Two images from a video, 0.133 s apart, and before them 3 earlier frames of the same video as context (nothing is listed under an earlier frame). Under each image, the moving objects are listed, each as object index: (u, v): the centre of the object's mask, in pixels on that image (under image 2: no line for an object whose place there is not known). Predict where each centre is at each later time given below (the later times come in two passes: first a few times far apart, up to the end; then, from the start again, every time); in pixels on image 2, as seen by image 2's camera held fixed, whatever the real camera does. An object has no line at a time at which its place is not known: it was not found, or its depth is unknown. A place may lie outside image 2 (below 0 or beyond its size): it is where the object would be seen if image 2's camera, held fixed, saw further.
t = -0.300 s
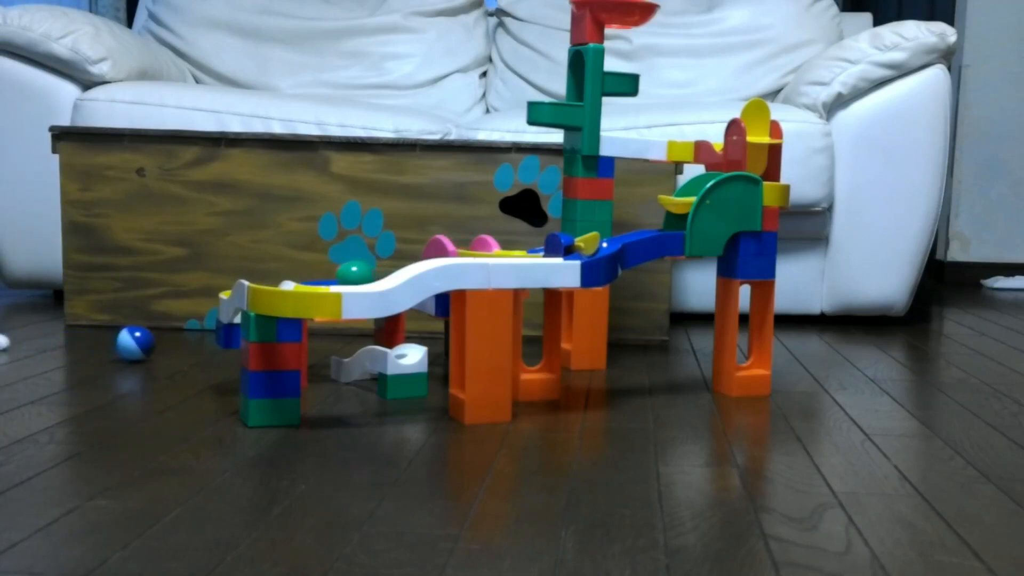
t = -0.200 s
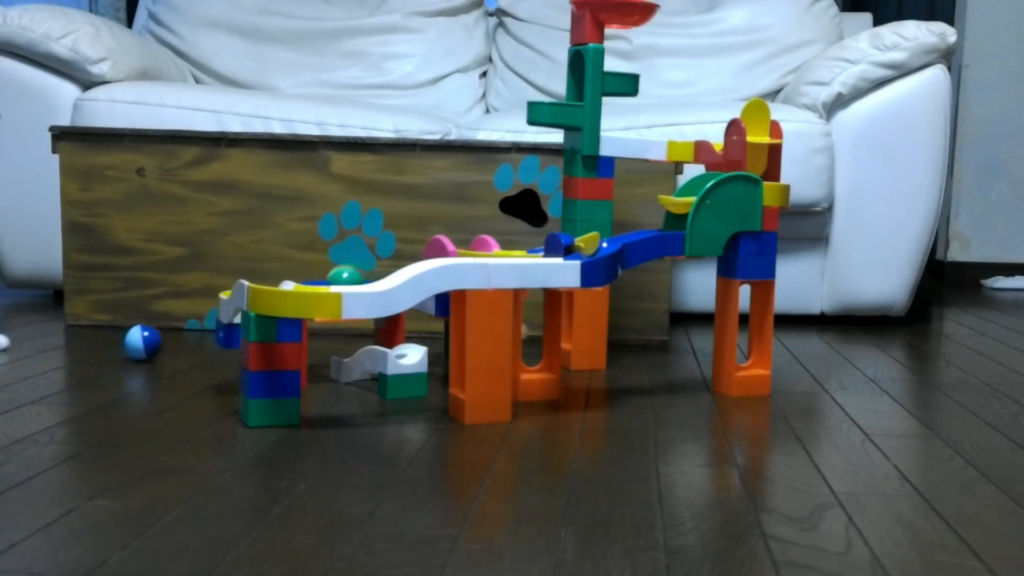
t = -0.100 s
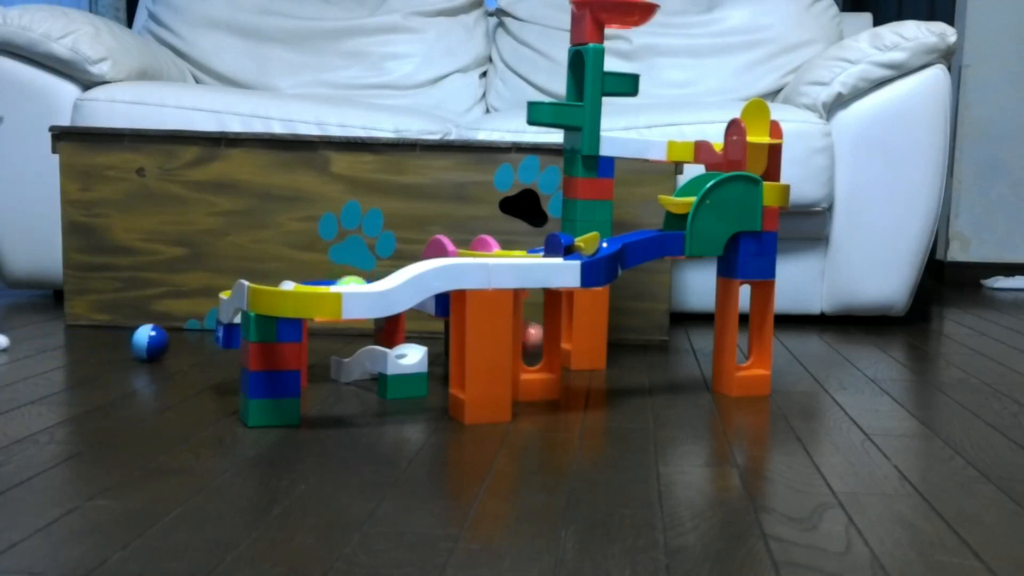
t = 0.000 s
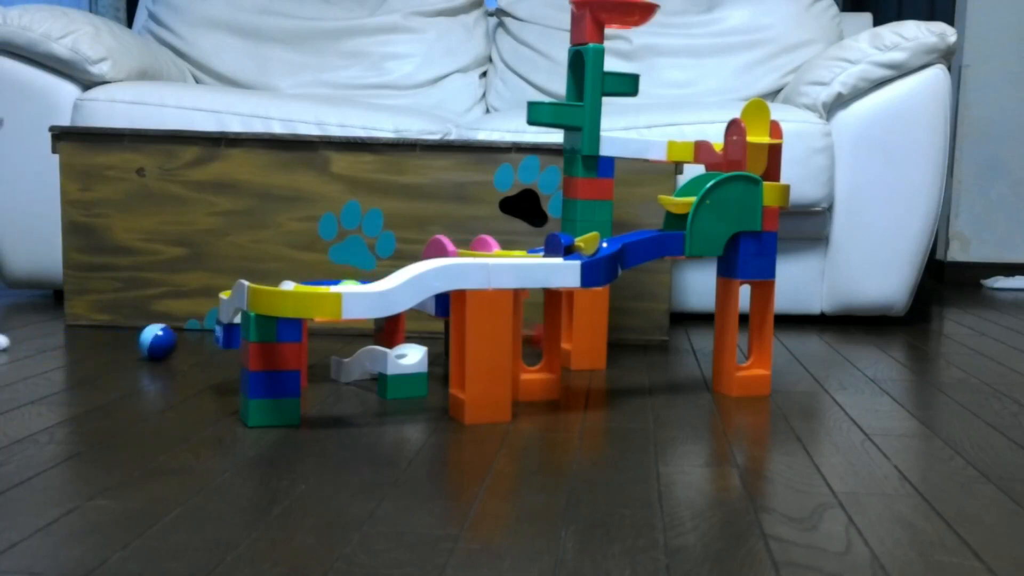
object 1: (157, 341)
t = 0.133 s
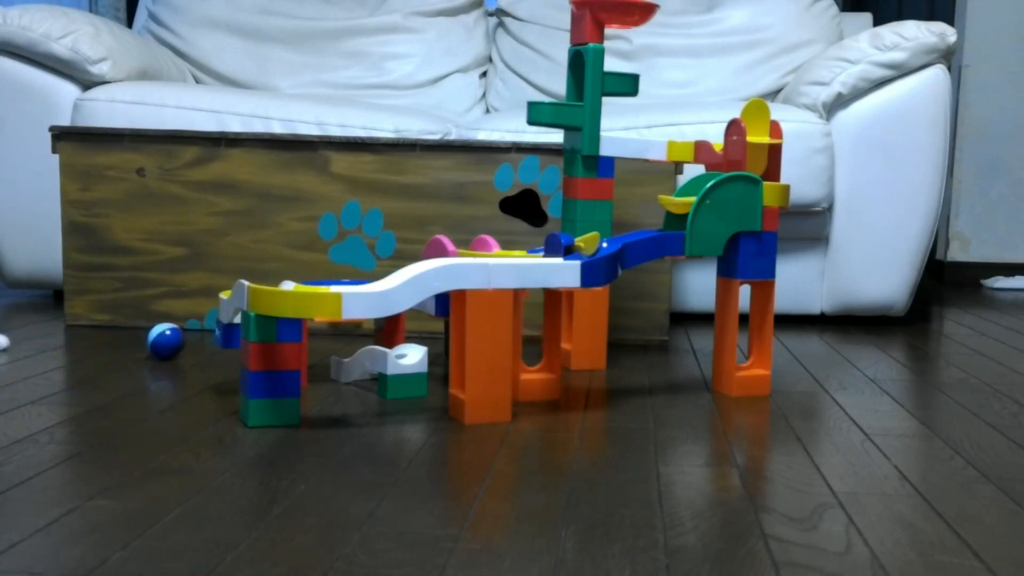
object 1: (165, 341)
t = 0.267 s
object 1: (172, 340)
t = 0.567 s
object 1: (184, 339)
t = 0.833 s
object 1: (196, 336)
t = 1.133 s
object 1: (208, 334)
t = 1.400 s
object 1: (212, 332)
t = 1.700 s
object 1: (208, 329)
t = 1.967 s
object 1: (200, 328)
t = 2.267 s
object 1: (190, 327)
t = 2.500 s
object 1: (178, 327)
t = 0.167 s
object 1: (167, 340)
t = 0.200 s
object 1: (169, 340)
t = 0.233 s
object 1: (171, 340)
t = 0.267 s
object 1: (172, 340)
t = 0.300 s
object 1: (174, 340)
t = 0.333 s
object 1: (175, 340)
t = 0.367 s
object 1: (177, 340)
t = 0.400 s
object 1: (178, 339)
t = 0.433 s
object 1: (180, 339)
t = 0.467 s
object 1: (181, 339)
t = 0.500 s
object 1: (182, 339)
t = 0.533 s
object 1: (183, 339)
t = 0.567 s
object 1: (184, 339)
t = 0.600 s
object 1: (186, 338)
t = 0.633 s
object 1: (187, 338)
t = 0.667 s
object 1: (188, 337)
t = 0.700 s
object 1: (190, 337)
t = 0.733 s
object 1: (191, 337)
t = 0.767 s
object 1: (193, 336)
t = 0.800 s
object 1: (195, 336)
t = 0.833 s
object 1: (196, 336)
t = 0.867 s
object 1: (198, 336)
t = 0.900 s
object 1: (199, 336)
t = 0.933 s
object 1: (201, 335)
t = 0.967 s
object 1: (202, 336)
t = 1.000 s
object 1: (203, 335)
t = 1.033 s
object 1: (205, 335)
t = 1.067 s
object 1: (206, 335)
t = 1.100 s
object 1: (207, 335)
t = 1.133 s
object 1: (208, 334)
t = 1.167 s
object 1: (209, 334)
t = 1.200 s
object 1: (210, 334)
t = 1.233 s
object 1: (211, 334)
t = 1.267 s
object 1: (211, 334)
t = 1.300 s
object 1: (212, 335)
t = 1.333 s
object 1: (212, 333)
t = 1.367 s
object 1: (213, 332)
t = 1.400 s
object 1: (212, 332)
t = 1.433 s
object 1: (212, 331)
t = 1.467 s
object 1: (211, 330)
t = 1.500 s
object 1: (211, 329)
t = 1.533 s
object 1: (210, 329)
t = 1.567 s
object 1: (210, 330)
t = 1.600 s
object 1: (209, 330)
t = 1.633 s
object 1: (209, 330)
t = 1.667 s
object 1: (209, 329)
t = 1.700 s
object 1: (208, 329)
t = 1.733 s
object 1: (207, 329)
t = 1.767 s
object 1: (206, 329)
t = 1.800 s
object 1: (205, 329)
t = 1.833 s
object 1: (204, 329)
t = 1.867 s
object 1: (203, 328)
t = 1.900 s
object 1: (202, 329)
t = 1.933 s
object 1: (201, 328)
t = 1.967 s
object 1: (200, 328)
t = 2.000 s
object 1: (199, 328)
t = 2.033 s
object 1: (199, 328)
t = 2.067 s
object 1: (198, 328)
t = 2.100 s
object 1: (198, 328)
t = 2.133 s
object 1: (198, 327)
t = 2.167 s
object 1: (196, 327)
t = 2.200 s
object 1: (194, 327)
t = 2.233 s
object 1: (193, 327)
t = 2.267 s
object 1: (190, 327)
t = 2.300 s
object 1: (188, 327)
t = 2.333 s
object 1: (187, 327)
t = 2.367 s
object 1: (185, 327)
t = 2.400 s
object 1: (184, 326)
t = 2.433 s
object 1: (182, 326)
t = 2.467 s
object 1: (180, 327)
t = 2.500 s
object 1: (178, 327)
